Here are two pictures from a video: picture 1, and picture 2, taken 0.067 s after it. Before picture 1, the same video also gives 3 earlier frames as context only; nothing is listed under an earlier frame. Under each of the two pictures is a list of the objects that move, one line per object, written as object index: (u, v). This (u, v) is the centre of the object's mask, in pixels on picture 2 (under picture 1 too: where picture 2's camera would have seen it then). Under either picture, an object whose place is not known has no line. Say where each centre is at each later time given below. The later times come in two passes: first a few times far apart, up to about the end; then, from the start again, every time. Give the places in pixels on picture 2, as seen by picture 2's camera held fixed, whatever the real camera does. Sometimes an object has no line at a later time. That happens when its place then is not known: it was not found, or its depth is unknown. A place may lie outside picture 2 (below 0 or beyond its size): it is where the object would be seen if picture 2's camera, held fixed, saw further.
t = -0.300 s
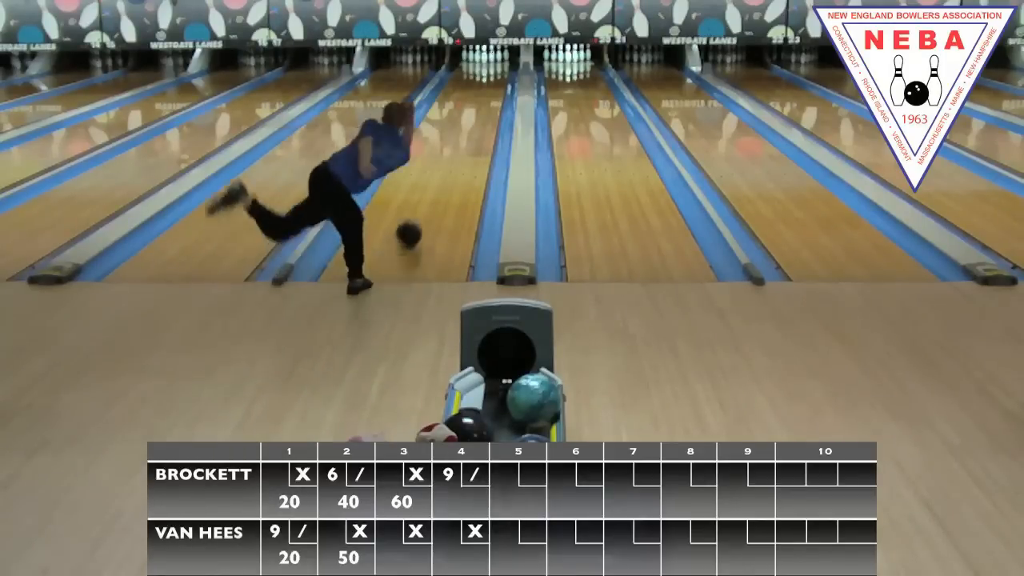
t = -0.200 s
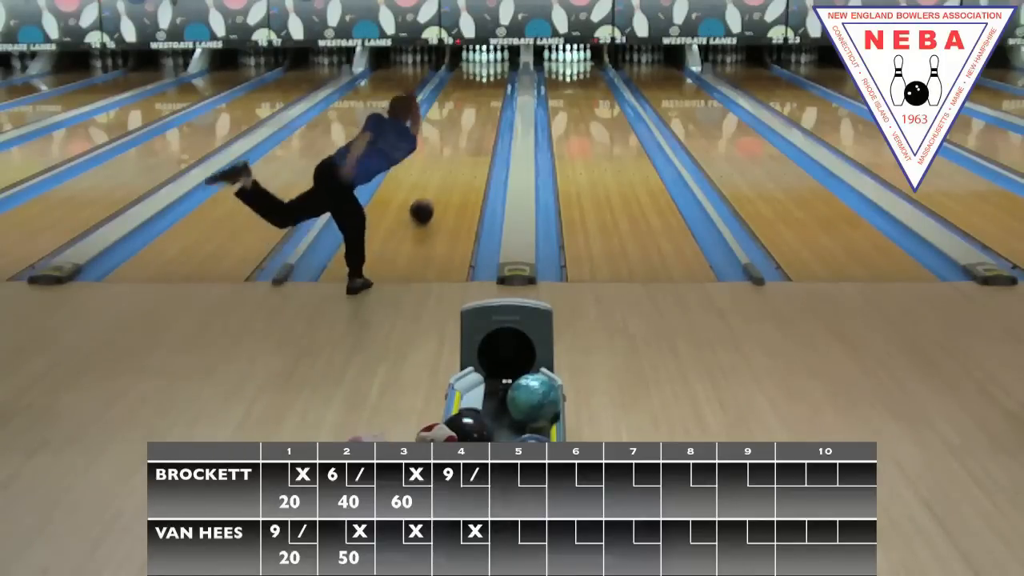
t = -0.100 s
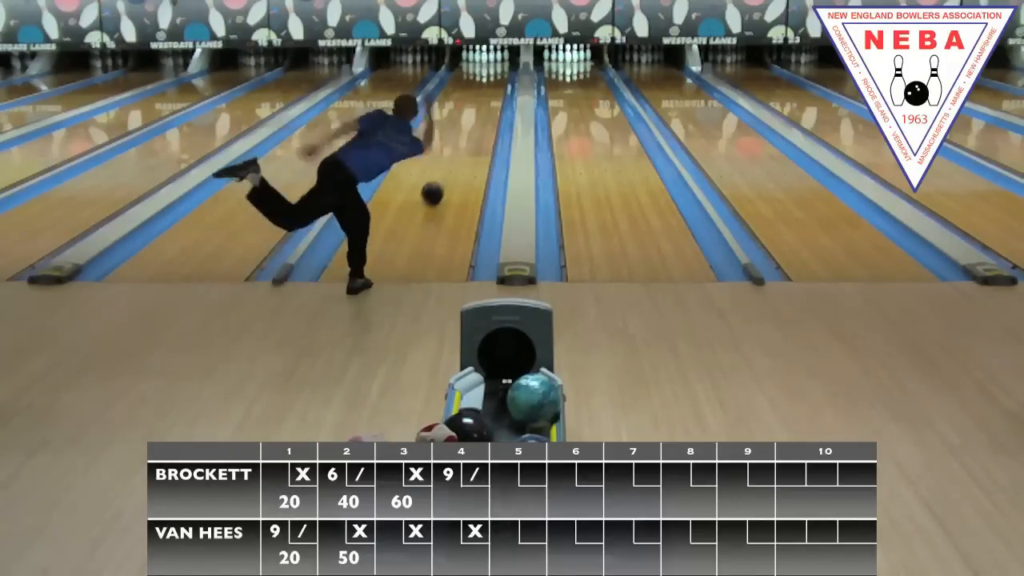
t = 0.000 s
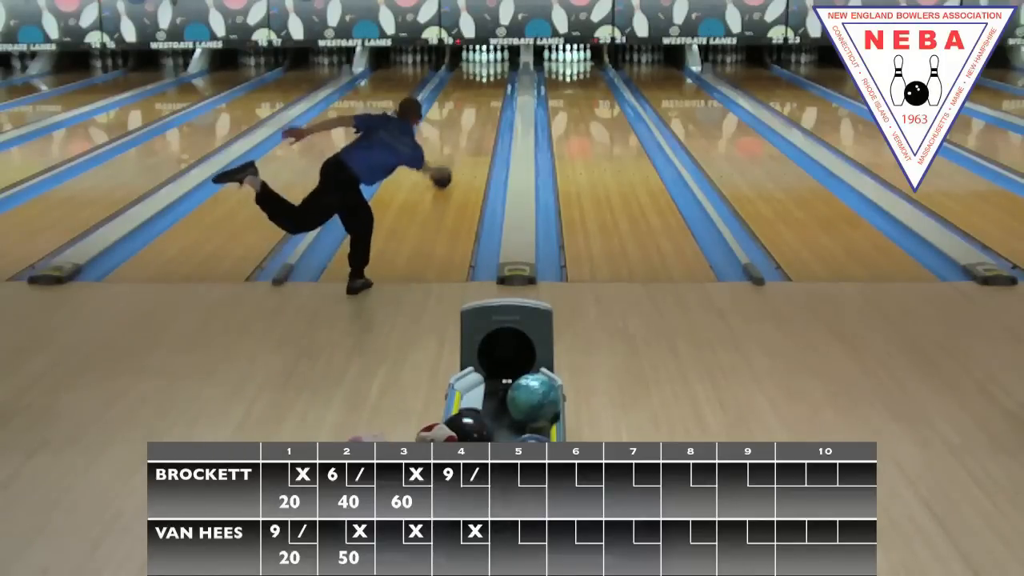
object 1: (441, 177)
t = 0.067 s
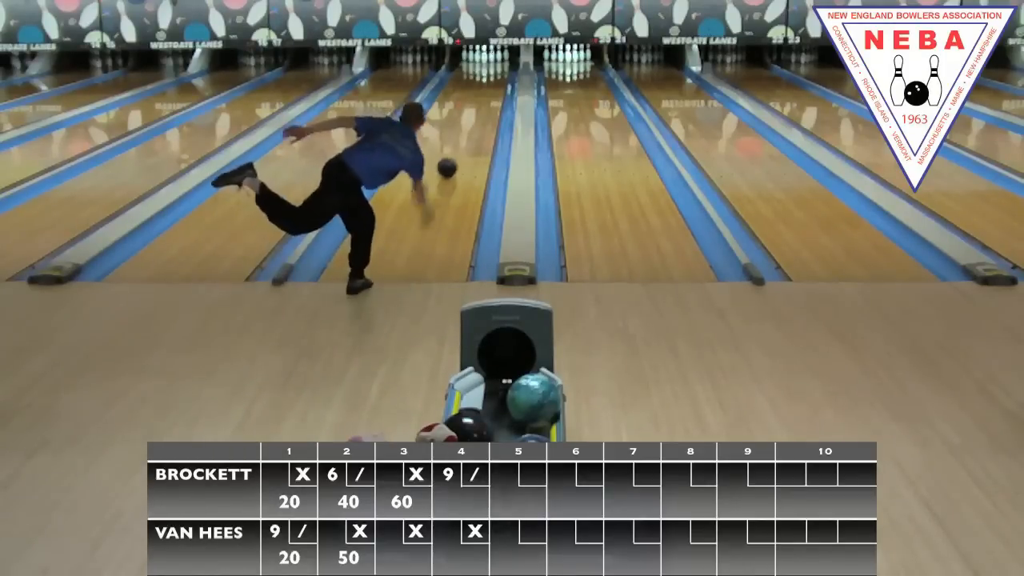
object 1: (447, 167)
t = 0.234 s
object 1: (458, 147)
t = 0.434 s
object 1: (469, 127)
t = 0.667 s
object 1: (479, 109)
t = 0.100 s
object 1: (449, 163)
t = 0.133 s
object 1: (452, 159)
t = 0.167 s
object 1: (454, 155)
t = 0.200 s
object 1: (456, 151)
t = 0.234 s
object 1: (458, 147)
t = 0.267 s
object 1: (460, 143)
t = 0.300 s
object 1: (462, 140)
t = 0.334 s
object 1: (464, 137)
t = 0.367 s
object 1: (466, 133)
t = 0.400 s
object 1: (468, 130)
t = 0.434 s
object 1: (469, 127)
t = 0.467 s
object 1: (471, 124)
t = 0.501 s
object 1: (472, 121)
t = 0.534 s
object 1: (474, 119)
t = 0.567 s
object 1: (475, 116)
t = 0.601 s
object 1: (476, 114)
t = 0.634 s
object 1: (478, 111)
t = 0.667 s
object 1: (479, 109)
